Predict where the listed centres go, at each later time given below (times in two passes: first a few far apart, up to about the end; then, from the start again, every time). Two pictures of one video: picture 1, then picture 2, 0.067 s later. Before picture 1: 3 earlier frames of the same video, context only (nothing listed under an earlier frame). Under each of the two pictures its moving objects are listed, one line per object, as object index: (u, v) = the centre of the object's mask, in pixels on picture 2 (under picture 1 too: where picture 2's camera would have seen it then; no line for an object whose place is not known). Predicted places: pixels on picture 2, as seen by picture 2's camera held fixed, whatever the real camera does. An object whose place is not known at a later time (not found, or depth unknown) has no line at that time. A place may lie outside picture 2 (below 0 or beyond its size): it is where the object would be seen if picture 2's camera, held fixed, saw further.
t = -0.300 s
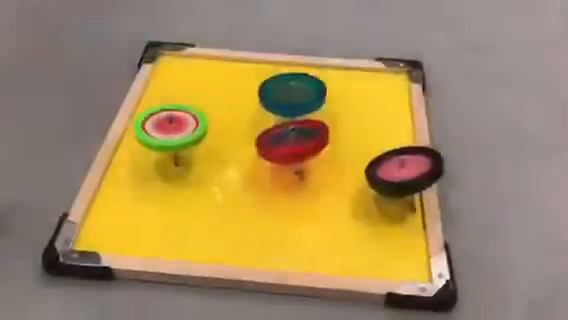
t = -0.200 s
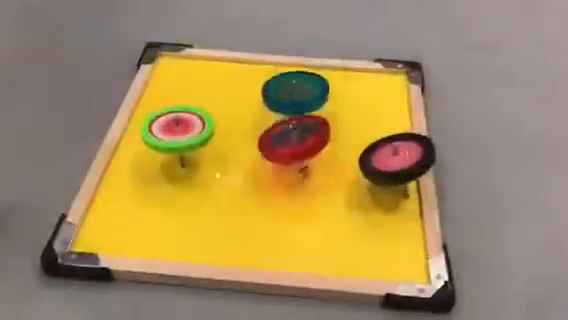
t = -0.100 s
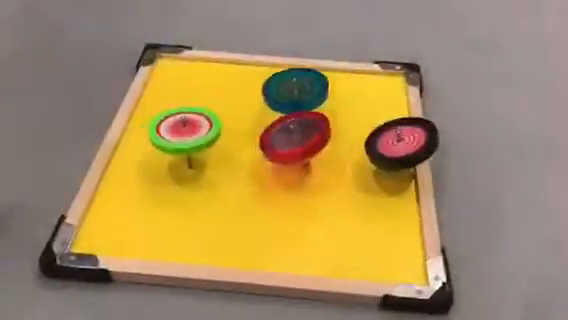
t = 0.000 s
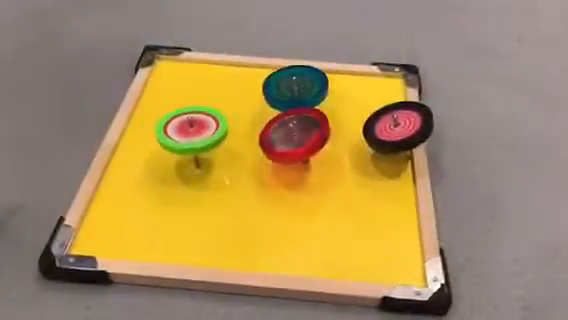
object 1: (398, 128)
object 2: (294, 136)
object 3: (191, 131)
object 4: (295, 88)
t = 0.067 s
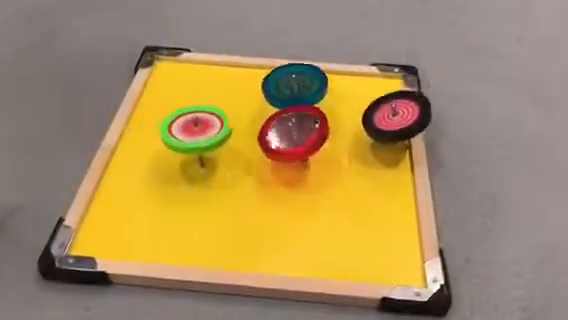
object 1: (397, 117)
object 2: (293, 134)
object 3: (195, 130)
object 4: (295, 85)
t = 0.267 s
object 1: (385, 82)
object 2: (288, 127)
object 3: (209, 123)
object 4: (290, 77)
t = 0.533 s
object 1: (346, 56)
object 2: (279, 121)
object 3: (210, 111)
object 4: (276, 71)
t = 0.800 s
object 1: (305, 51)
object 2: (265, 123)
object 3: (199, 100)
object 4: (261, 74)
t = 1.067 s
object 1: (243, 45)
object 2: (257, 131)
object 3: (184, 96)
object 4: (251, 83)
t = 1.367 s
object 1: (163, 60)
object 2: (262, 142)
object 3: (168, 102)
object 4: (252, 94)
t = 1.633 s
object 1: (145, 82)
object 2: (274, 147)
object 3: (174, 122)
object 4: (261, 99)
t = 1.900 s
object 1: (133, 127)
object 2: (287, 145)
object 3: (203, 140)
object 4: (275, 100)
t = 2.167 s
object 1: (157, 185)
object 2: (299, 138)
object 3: (232, 145)
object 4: (276, 93)
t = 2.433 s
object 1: (224, 217)
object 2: (305, 127)
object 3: (247, 144)
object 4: (268, 82)
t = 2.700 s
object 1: (315, 217)
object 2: (296, 123)
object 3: (241, 150)
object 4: (253, 79)
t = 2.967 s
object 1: (405, 192)
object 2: (283, 127)
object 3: (228, 165)
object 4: (238, 83)
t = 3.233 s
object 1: (399, 157)
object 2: (279, 134)
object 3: (228, 180)
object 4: (233, 93)
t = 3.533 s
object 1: (384, 106)
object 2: (287, 145)
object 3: (244, 191)
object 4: (240, 104)
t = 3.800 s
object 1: (346, 62)
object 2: (300, 147)
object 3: (263, 190)
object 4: (252, 106)
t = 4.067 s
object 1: (302, 59)
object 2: (311, 138)
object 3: (280, 183)
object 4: (264, 102)
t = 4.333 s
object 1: (239, 52)
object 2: (313, 126)
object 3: (284, 171)
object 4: (266, 94)
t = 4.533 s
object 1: (186, 60)
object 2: (310, 120)
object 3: (279, 161)
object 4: (253, 89)
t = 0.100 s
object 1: (396, 111)
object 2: (293, 133)
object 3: (199, 129)
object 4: (295, 84)
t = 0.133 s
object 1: (395, 105)
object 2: (292, 132)
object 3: (201, 128)
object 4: (294, 82)
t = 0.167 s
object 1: (393, 99)
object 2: (292, 130)
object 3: (203, 127)
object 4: (293, 81)
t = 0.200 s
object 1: (391, 93)
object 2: (290, 129)
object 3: (205, 125)
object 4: (292, 79)
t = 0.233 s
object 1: (388, 87)
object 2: (289, 128)
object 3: (207, 124)
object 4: (291, 78)
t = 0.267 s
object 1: (385, 82)
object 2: (288, 127)
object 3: (209, 123)
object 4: (290, 77)
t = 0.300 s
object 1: (380, 76)
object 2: (287, 126)
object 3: (211, 121)
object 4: (289, 76)
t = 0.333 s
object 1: (375, 70)
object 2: (285, 125)
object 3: (213, 120)
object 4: (288, 75)
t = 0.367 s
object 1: (370, 65)
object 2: (283, 125)
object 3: (214, 118)
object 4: (286, 74)
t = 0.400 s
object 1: (365, 60)
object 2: (283, 124)
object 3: (213, 117)
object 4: (284, 73)
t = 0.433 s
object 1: (360, 55)
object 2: (282, 123)
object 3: (213, 116)
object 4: (283, 73)
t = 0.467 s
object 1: (354, 51)
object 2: (282, 122)
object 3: (212, 114)
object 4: (281, 72)
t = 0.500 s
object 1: (350, 54)
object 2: (280, 122)
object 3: (211, 113)
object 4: (279, 71)
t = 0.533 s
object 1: (346, 56)
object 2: (279, 121)
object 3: (210, 111)
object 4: (276, 71)
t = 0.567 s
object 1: (343, 58)
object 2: (277, 121)
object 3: (208, 110)
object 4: (274, 71)
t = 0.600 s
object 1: (338, 58)
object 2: (275, 121)
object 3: (208, 108)
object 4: (273, 71)
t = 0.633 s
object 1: (333, 57)
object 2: (273, 121)
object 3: (206, 107)
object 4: (270, 71)
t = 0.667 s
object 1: (328, 55)
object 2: (271, 122)
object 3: (205, 105)
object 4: (268, 71)
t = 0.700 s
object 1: (322, 52)
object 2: (270, 122)
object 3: (203, 104)
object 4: (267, 71)
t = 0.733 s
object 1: (315, 50)
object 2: (268, 122)
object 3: (201, 103)
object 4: (264, 72)
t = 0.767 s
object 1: (310, 50)
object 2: (266, 122)
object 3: (200, 102)
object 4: (262, 73)
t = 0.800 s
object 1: (305, 51)
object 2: (265, 123)
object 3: (199, 100)
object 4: (261, 74)
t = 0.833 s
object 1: (299, 50)
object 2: (264, 124)
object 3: (197, 99)
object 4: (260, 75)
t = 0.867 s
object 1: (293, 50)
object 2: (262, 125)
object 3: (196, 98)
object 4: (258, 76)
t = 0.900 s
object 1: (286, 48)
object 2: (261, 125)
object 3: (195, 97)
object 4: (256, 77)
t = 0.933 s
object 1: (278, 47)
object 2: (260, 126)
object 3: (193, 97)
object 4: (255, 78)
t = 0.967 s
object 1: (270, 46)
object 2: (259, 127)
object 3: (190, 97)
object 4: (254, 80)
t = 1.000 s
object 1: (261, 45)
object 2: (258, 128)
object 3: (188, 96)
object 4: (253, 80)
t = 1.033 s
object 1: (252, 45)
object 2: (258, 130)
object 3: (186, 95)
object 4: (252, 82)
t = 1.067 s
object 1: (243, 45)
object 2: (257, 131)
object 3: (184, 96)
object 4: (251, 83)
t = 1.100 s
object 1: (234, 47)
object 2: (257, 132)
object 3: (183, 96)
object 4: (251, 84)
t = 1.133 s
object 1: (225, 49)
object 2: (257, 133)
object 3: (180, 95)
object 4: (251, 86)
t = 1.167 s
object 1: (217, 52)
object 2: (257, 135)
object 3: (178, 96)
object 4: (251, 87)
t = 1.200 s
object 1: (208, 53)
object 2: (257, 136)
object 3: (176, 96)
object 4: (250, 88)
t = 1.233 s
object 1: (200, 54)
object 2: (258, 138)
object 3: (175, 97)
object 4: (250, 89)
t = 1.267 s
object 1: (192, 56)
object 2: (259, 139)
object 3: (173, 97)
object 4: (250, 90)
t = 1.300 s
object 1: (183, 57)
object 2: (259, 141)
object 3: (170, 98)
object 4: (250, 92)
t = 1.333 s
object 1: (172, 58)
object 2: (260, 142)
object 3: (170, 101)
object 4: (251, 93)
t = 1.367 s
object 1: (163, 60)
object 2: (262, 142)
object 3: (168, 102)
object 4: (252, 94)
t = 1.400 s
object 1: (153, 63)
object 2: (263, 143)
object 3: (167, 104)
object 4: (252, 95)
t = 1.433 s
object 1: (143, 67)
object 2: (264, 144)
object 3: (166, 105)
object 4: (253, 95)
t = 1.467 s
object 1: (145, 69)
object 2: (265, 144)
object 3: (166, 108)
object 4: (254, 96)
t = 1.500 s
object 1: (149, 72)
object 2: (267, 145)
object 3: (168, 112)
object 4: (256, 97)
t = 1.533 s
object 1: (149, 74)
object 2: (268, 146)
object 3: (169, 112)
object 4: (257, 98)
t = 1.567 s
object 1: (149, 76)
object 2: (270, 146)
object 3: (171, 116)
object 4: (259, 98)
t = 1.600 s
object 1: (147, 79)
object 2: (272, 147)
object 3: (172, 118)
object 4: (260, 99)
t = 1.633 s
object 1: (145, 82)
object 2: (274, 147)
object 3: (174, 122)
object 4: (261, 99)
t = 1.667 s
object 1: (141, 86)
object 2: (276, 147)
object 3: (177, 124)
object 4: (263, 100)
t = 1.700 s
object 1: (137, 91)
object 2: (277, 147)
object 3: (180, 126)
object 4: (265, 100)
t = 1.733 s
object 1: (137, 95)
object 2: (279, 147)
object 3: (182, 128)
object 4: (266, 100)
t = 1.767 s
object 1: (137, 100)
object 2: (281, 147)
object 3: (185, 131)
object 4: (268, 100)
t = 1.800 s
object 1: (135, 106)
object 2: (283, 148)
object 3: (189, 133)
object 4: (270, 100)
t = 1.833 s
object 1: (134, 113)
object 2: (284, 146)
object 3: (193, 136)
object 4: (272, 100)
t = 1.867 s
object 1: (133, 120)
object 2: (286, 147)
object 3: (197, 137)
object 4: (273, 100)
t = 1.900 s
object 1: (133, 127)
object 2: (287, 145)
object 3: (203, 140)
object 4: (275, 100)
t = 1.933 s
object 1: (134, 134)
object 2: (289, 145)
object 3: (207, 141)
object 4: (277, 100)
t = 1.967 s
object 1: (134, 141)
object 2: (290, 144)
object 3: (211, 142)
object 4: (278, 99)
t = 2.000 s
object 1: (135, 148)
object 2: (291, 142)
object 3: (217, 143)
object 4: (278, 98)
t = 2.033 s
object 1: (138, 155)
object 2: (292, 142)
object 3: (220, 144)
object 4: (278, 97)
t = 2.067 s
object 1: (142, 163)
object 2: (294, 141)
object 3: (225, 144)
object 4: (278, 96)
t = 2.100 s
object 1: (146, 171)
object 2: (296, 140)
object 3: (226, 146)
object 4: (277, 95)
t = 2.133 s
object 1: (151, 178)
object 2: (297, 139)
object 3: (230, 145)
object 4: (277, 94)
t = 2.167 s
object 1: (157, 185)
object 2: (299, 138)
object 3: (232, 145)
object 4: (276, 93)
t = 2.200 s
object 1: (164, 193)
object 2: (300, 136)
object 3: (235, 146)
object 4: (276, 91)
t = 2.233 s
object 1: (171, 199)
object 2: (301, 134)
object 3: (239, 146)
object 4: (275, 90)
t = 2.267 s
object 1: (179, 206)
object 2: (303, 133)
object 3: (240, 147)
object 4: (274, 88)
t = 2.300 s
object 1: (187, 211)
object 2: (303, 132)
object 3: (243, 146)
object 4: (273, 87)
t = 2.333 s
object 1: (196, 216)
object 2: (304, 131)
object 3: (244, 145)
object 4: (272, 86)
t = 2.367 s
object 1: (206, 221)
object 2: (305, 129)
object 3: (246, 145)
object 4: (271, 84)
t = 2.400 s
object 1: (215, 222)
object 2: (305, 129)
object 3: (247, 145)
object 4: (269, 83)
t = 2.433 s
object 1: (224, 217)
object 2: (305, 127)
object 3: (247, 144)
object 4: (268, 82)
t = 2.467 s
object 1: (234, 215)
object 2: (304, 127)
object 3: (248, 145)
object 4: (266, 82)
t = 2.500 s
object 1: (243, 214)
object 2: (304, 126)
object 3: (247, 145)
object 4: (264, 81)
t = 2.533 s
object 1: (253, 215)
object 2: (303, 125)
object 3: (247, 145)
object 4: (262, 80)
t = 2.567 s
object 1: (264, 216)
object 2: (301, 125)
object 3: (245, 146)
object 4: (260, 80)
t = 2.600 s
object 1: (277, 217)
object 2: (300, 124)
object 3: (245, 147)
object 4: (258, 79)
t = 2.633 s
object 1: (289, 218)
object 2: (299, 124)
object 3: (244, 148)
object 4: (256, 79)
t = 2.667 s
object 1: (302, 218)
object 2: (298, 124)
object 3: (242, 149)
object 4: (254, 79)
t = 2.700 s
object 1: (315, 217)
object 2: (296, 123)
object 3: (241, 150)
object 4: (253, 79)
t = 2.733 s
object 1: (327, 218)
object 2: (295, 123)
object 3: (239, 152)
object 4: (250, 79)
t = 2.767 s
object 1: (339, 213)
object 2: (293, 123)
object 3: (236, 154)
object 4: (248, 79)
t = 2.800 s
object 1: (351, 211)
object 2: (291, 124)
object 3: (234, 155)
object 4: (246, 80)
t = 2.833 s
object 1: (362, 208)
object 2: (288, 124)
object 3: (232, 157)
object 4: (244, 80)
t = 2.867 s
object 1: (374, 205)
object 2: (287, 125)
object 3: (231, 159)
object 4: (242, 81)
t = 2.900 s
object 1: (385, 201)
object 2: (285, 126)
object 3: (229, 161)
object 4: (241, 82)
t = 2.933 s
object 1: (395, 196)
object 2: (284, 126)
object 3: (228, 164)
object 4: (239, 83)
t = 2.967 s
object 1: (405, 192)
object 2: (283, 127)
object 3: (228, 165)
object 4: (238, 83)
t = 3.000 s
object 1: (410, 188)
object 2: (282, 128)
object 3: (227, 168)
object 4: (236, 84)
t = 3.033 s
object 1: (402, 185)
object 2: (281, 129)
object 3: (227, 169)
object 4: (235, 86)
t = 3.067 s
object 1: (397, 181)
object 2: (280, 130)
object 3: (226, 171)
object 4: (235, 86)
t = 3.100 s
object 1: (394, 176)
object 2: (280, 131)
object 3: (226, 173)
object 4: (234, 88)
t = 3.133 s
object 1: (394, 172)
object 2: (279, 131)
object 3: (226, 175)
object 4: (233, 89)
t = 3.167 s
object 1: (395, 167)
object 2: (279, 133)
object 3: (227, 177)
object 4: (233, 90)
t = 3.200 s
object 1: (397, 162)
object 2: (279, 133)
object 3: (227, 179)
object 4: (233, 92)
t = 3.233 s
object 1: (399, 157)
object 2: (279, 134)
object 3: (228, 180)
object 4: (233, 93)
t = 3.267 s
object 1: (401, 151)
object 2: (280, 136)
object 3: (229, 182)
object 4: (233, 94)
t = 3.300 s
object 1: (395, 147)
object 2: (280, 137)
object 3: (231, 184)
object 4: (234, 96)
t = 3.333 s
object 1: (392, 142)
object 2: (281, 138)
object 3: (232, 185)
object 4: (235, 97)
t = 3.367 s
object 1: (390, 137)
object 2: (282, 140)
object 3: (233, 186)
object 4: (236, 99)
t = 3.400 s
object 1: (389, 130)
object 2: (282, 140)
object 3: (235, 187)
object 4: (237, 100)
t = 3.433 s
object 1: (389, 124)
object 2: (283, 141)
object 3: (237, 188)
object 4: (237, 101)
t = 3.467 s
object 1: (387, 118)
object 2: (284, 142)
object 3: (240, 190)
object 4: (238, 102)
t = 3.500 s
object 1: (386, 112)
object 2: (285, 143)
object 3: (242, 190)
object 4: (239, 103)
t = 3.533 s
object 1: (384, 106)
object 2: (287, 145)
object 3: (244, 191)
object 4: (240, 104)
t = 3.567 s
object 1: (381, 100)
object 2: (289, 146)
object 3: (247, 191)
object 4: (240, 104)
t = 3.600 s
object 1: (378, 94)
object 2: (290, 146)
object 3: (249, 191)
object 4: (242, 105)
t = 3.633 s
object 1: (374, 88)
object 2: (292, 146)
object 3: (252, 192)
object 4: (244, 105)
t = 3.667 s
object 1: (369, 82)
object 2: (294, 147)
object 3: (254, 191)
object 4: (246, 106)
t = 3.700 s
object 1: (363, 77)
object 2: (295, 147)
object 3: (256, 192)
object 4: (247, 106)
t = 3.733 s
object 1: (358, 71)
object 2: (297, 147)
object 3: (259, 191)
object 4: (249, 106)
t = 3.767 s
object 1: (353, 66)
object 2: (298, 147)
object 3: (261, 190)
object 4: (250, 106)
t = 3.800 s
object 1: (346, 62)
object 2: (300, 147)
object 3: (263, 190)
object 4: (252, 106)
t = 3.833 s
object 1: (340, 57)
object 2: (302, 146)
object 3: (266, 189)
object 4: (254, 106)
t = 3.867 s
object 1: (333, 53)
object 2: (304, 145)
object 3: (268, 188)
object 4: (256, 105)
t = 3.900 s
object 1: (327, 51)
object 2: (305, 144)
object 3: (270, 186)
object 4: (257, 105)
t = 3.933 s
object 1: (323, 55)
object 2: (307, 143)
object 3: (272, 186)
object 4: (259, 104)
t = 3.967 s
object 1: (318, 58)
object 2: (309, 142)
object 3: (273, 185)
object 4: (261, 104)
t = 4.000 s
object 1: (313, 59)
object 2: (309, 141)
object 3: (276, 185)
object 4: (262, 103)
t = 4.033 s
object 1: (308, 59)
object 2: (310, 139)
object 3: (278, 183)
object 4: (263, 102)
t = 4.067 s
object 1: (302, 59)
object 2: (311, 138)
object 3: (280, 183)
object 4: (264, 102)
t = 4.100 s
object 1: (296, 58)
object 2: (312, 136)
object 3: (281, 181)
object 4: (265, 101)
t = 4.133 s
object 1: (289, 57)
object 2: (312, 134)
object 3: (282, 180)
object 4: (266, 101)
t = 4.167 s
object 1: (282, 55)
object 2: (311, 133)
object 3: (283, 180)
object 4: (268, 100)
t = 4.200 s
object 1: (274, 54)
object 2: (312, 132)
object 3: (284, 178)
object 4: (268, 99)
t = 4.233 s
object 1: (265, 52)
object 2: (312, 130)
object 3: (284, 177)
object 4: (270, 98)
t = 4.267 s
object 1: (256, 52)
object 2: (312, 129)
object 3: (285, 175)
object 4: (270, 97)
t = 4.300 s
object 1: (248, 53)
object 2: (312, 128)
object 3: (285, 173)
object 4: (268, 96)
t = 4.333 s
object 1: (239, 52)
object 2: (313, 126)
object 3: (284, 171)
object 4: (266, 94)
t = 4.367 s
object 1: (231, 53)
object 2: (313, 125)
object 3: (283, 170)
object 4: (264, 94)
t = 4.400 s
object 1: (223, 54)
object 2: (313, 124)
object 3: (283, 168)
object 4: (261, 93)
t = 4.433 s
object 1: (214, 54)
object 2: (313, 123)
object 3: (282, 166)
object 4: (257, 92)
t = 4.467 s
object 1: (204, 56)
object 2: (312, 122)
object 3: (281, 164)
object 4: (258, 91)
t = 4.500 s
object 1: (195, 58)
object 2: (311, 121)
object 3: (280, 163)
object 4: (255, 90)
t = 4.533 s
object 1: (186, 60)
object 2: (310, 120)
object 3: (279, 161)
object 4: (253, 89)
